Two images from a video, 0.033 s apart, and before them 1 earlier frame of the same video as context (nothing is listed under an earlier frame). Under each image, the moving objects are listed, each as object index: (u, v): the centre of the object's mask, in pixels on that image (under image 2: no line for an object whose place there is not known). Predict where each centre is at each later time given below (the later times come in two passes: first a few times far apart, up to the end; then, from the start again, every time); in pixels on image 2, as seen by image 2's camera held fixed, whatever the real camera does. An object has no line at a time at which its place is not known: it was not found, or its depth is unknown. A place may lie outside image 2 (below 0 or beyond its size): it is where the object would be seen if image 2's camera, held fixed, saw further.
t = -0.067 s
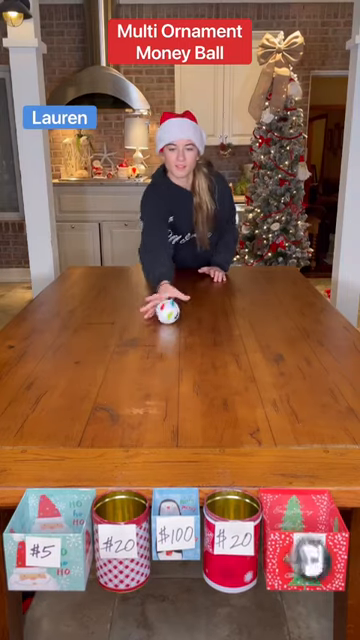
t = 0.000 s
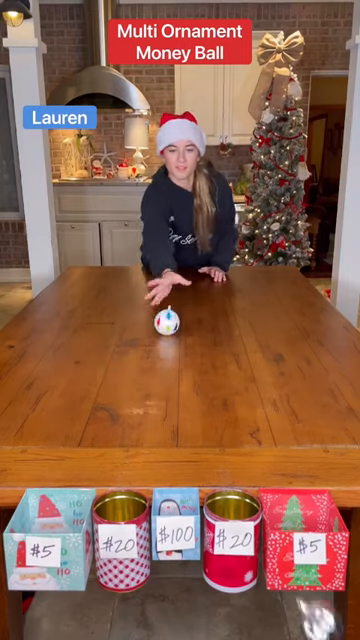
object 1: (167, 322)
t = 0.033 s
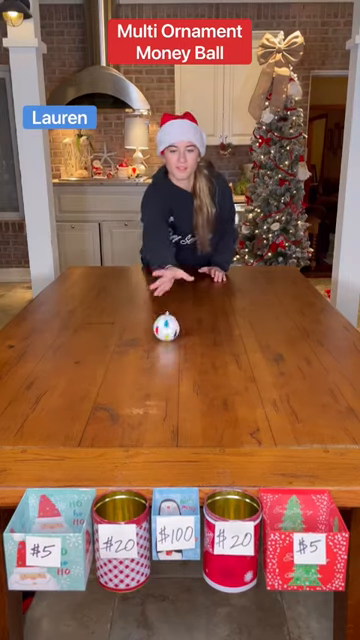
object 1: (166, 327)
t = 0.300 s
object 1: (160, 377)
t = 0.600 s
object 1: (168, 441)
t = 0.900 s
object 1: (177, 490)
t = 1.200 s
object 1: (175, 492)
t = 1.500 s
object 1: (175, 492)
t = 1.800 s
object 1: (175, 492)
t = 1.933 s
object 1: (175, 492)
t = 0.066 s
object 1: (166, 333)
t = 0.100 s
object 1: (165, 339)
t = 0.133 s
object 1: (164, 345)
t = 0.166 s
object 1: (164, 351)
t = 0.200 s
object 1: (162, 355)
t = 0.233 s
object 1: (161, 358)
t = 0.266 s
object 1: (161, 366)
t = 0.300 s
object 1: (160, 377)
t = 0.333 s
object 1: (160, 383)
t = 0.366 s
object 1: (159, 391)
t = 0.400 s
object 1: (159, 399)
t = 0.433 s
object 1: (160, 405)
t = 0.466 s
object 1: (162, 412)
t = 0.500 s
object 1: (163, 422)
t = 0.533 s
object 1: (163, 428)
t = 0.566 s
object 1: (166, 437)
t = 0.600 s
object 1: (168, 441)
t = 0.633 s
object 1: (171, 447)
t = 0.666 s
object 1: (174, 460)
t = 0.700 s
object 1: (178, 477)
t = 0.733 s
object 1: (176, 489)
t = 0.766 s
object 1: (173, 485)
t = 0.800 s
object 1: (171, 484)
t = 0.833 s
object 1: (174, 487)
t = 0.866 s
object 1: (176, 490)
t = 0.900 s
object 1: (177, 490)
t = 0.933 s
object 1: (177, 490)
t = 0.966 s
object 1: (175, 492)
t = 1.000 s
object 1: (175, 492)
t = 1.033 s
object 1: (175, 492)
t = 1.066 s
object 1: (175, 492)
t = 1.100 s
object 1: (175, 492)
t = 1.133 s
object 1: (175, 492)
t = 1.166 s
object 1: (175, 492)
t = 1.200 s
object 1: (175, 492)
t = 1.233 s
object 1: (175, 492)
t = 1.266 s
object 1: (175, 492)
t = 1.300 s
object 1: (175, 492)
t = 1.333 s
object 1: (175, 492)
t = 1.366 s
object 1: (175, 492)
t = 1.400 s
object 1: (175, 492)
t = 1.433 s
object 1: (175, 492)
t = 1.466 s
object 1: (175, 492)
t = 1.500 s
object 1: (175, 492)
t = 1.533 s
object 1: (175, 492)
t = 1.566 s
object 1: (175, 492)
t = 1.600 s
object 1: (175, 492)
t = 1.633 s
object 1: (175, 492)
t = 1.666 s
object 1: (175, 492)
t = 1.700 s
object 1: (175, 492)
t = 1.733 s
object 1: (175, 492)
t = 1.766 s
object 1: (175, 492)
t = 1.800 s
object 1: (175, 492)
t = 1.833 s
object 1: (175, 492)
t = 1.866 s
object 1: (175, 492)
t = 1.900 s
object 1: (175, 492)
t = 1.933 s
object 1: (175, 492)
